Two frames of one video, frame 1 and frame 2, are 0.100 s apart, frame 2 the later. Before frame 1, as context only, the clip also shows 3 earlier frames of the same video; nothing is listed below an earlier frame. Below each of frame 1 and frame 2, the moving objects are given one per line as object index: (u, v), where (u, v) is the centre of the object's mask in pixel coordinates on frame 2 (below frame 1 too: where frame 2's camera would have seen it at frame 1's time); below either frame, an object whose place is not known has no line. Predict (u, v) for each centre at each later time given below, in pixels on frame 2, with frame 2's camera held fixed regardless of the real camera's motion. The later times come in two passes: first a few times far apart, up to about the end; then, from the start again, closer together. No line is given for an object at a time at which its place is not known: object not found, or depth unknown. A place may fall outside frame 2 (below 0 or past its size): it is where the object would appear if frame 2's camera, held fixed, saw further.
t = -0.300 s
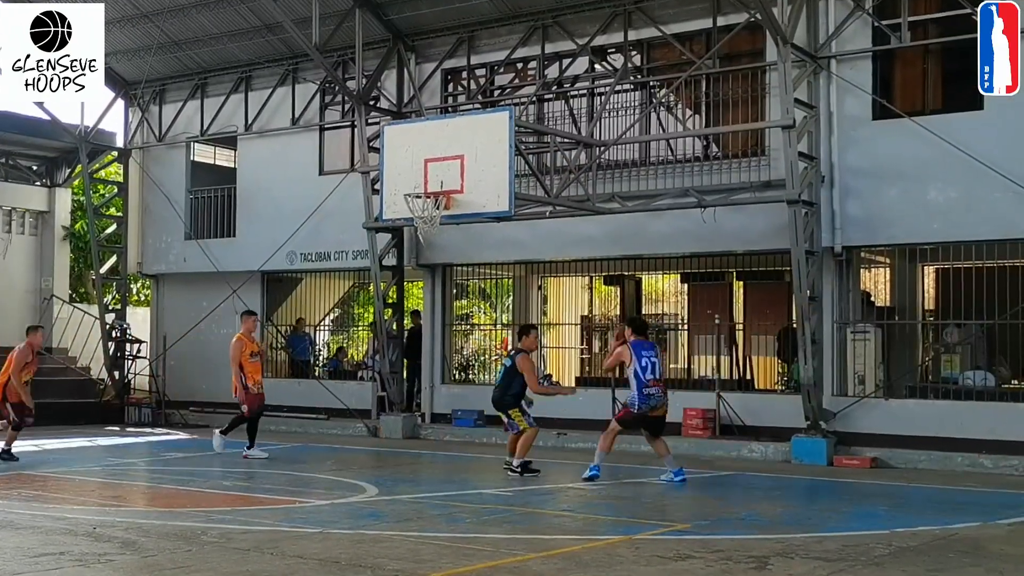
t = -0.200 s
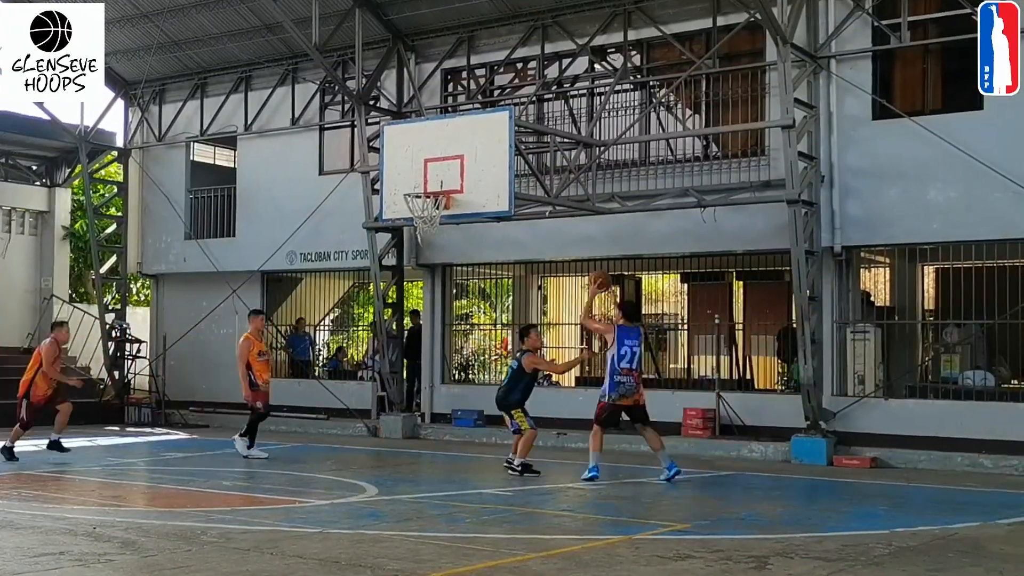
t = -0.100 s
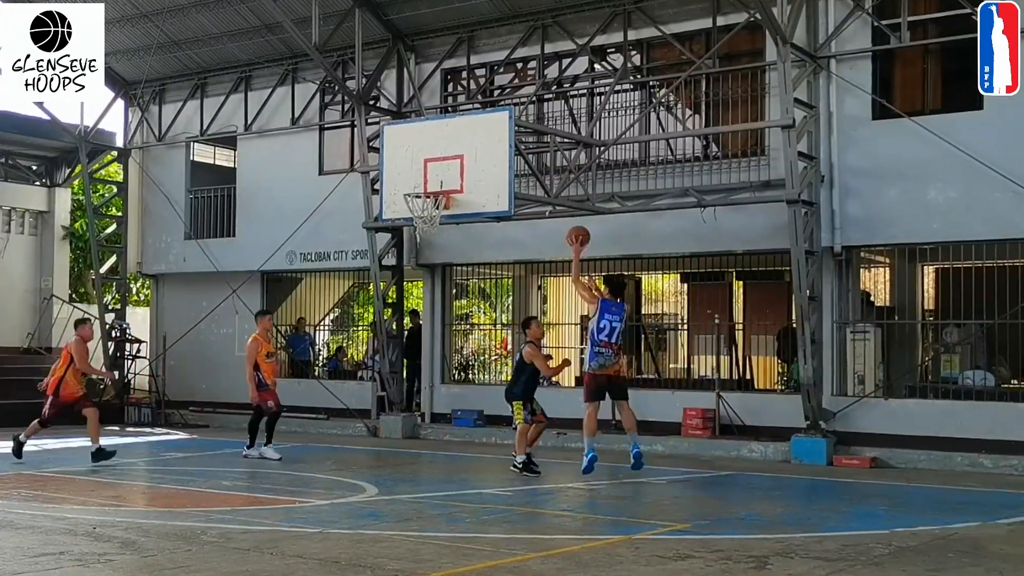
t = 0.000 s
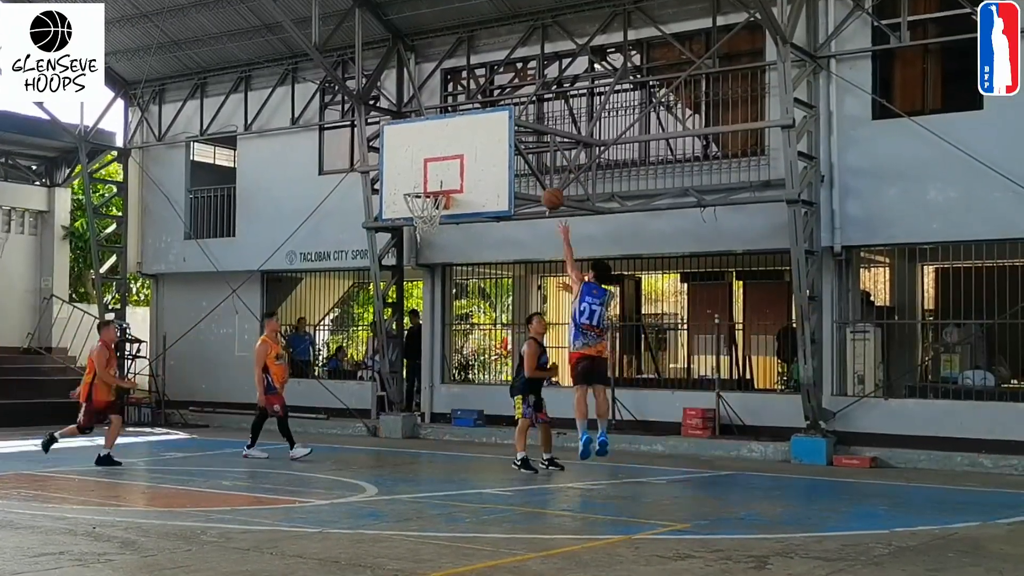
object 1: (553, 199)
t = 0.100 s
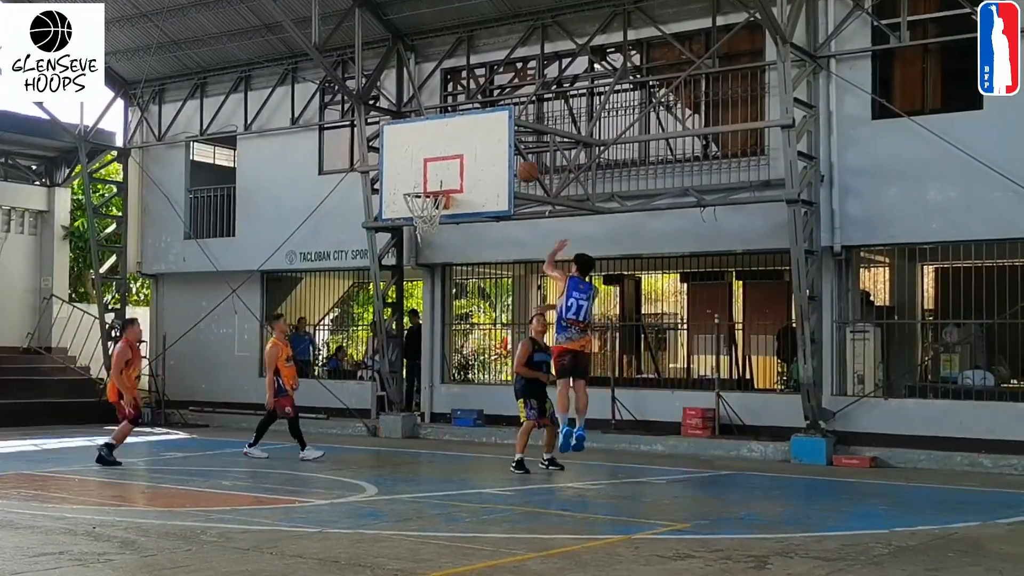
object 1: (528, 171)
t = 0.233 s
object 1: (496, 151)
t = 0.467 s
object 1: (444, 159)
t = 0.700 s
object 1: (422, 180)
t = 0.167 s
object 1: (512, 159)
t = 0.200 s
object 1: (504, 155)
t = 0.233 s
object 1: (496, 151)
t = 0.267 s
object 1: (489, 149)
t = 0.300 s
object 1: (482, 147)
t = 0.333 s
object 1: (475, 147)
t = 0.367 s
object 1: (467, 149)
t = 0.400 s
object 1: (459, 152)
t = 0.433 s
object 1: (451, 155)
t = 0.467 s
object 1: (444, 159)
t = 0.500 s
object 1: (437, 165)
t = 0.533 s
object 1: (429, 170)
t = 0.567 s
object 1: (422, 178)
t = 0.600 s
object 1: (414, 186)
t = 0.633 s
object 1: (415, 185)
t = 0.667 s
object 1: (418, 182)
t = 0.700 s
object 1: (422, 180)
